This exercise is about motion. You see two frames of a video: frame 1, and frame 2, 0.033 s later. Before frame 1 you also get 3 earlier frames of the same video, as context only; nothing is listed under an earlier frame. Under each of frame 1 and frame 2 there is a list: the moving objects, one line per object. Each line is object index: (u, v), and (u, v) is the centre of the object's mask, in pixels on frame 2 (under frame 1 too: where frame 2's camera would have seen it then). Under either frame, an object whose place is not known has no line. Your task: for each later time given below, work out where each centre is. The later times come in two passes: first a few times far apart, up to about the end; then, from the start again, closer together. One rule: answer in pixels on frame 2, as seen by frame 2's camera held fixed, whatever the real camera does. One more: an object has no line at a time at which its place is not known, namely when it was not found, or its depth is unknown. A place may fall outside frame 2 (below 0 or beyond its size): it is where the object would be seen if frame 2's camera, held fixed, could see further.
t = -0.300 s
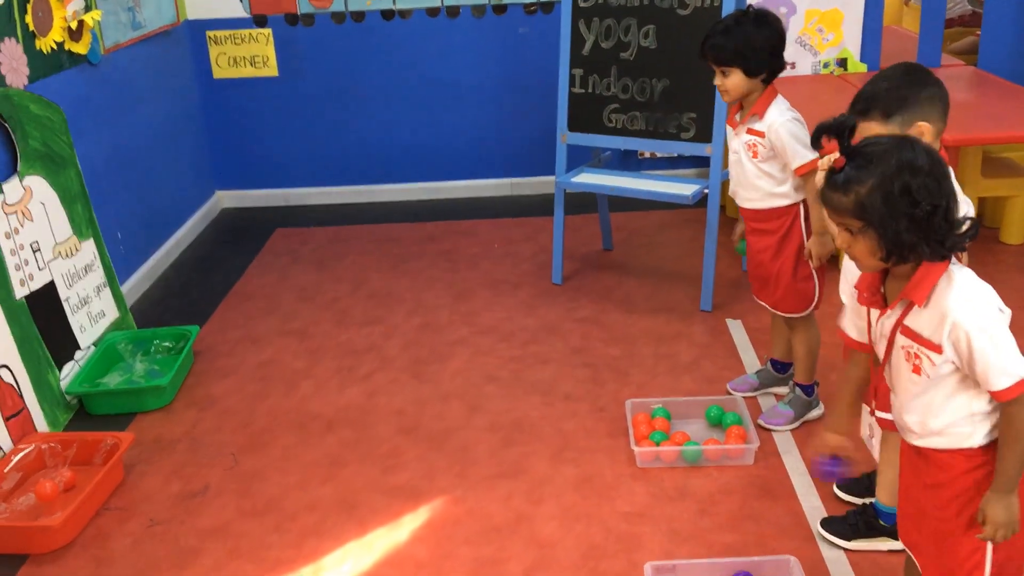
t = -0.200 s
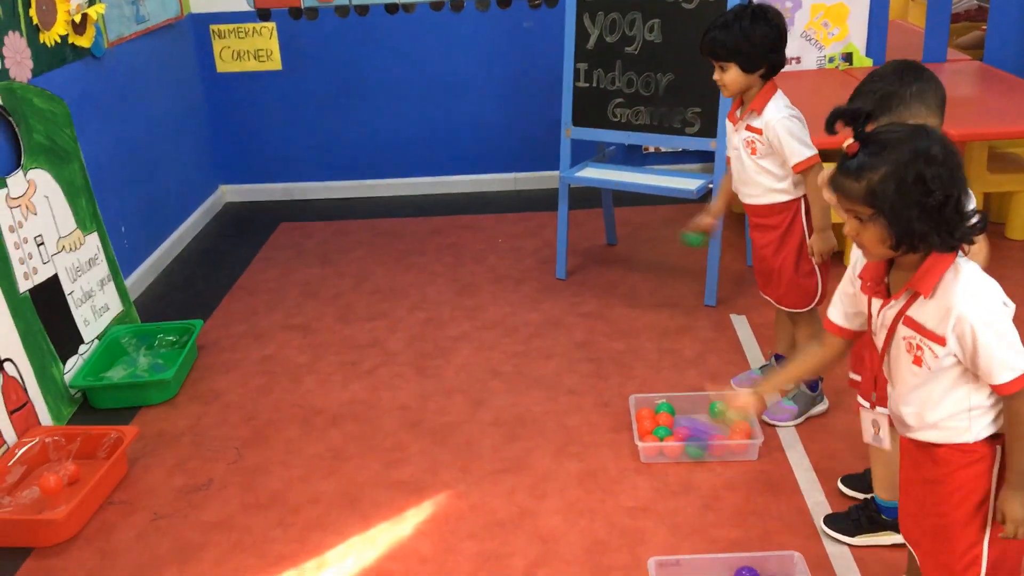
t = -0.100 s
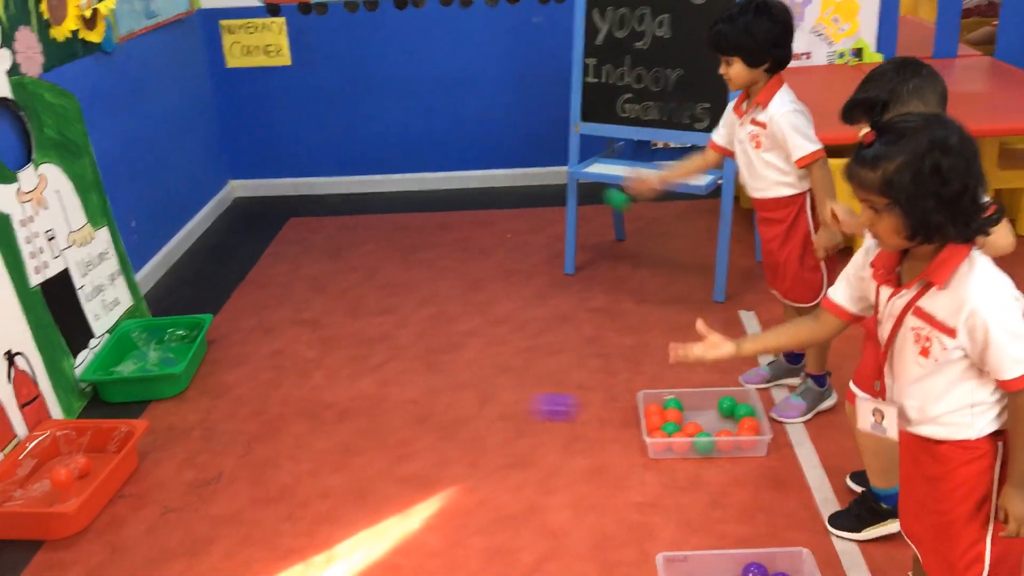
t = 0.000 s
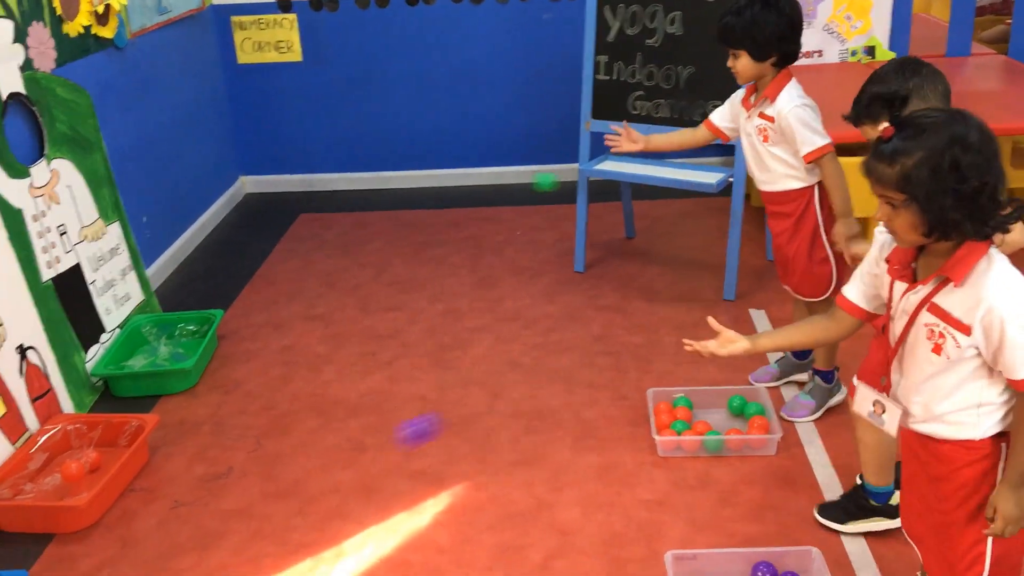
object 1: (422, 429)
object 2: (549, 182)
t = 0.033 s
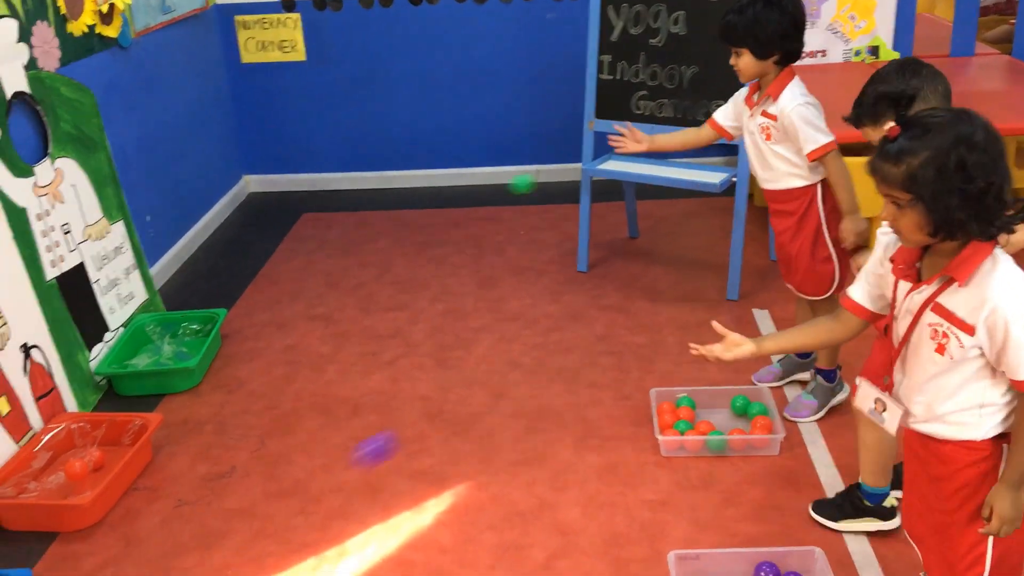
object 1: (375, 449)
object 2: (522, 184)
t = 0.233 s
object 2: (381, 271)
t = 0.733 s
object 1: (142, 561)
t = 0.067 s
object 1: (330, 475)
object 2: (496, 191)
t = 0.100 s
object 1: (288, 505)
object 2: (472, 199)
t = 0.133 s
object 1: (249, 540)
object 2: (447, 213)
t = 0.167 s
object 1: (218, 567)
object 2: (424, 229)
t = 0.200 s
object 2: (402, 249)
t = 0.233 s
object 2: (381, 271)
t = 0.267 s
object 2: (361, 296)
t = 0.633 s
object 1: (138, 568)
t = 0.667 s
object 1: (139, 562)
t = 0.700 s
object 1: (140, 559)
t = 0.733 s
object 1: (142, 561)
